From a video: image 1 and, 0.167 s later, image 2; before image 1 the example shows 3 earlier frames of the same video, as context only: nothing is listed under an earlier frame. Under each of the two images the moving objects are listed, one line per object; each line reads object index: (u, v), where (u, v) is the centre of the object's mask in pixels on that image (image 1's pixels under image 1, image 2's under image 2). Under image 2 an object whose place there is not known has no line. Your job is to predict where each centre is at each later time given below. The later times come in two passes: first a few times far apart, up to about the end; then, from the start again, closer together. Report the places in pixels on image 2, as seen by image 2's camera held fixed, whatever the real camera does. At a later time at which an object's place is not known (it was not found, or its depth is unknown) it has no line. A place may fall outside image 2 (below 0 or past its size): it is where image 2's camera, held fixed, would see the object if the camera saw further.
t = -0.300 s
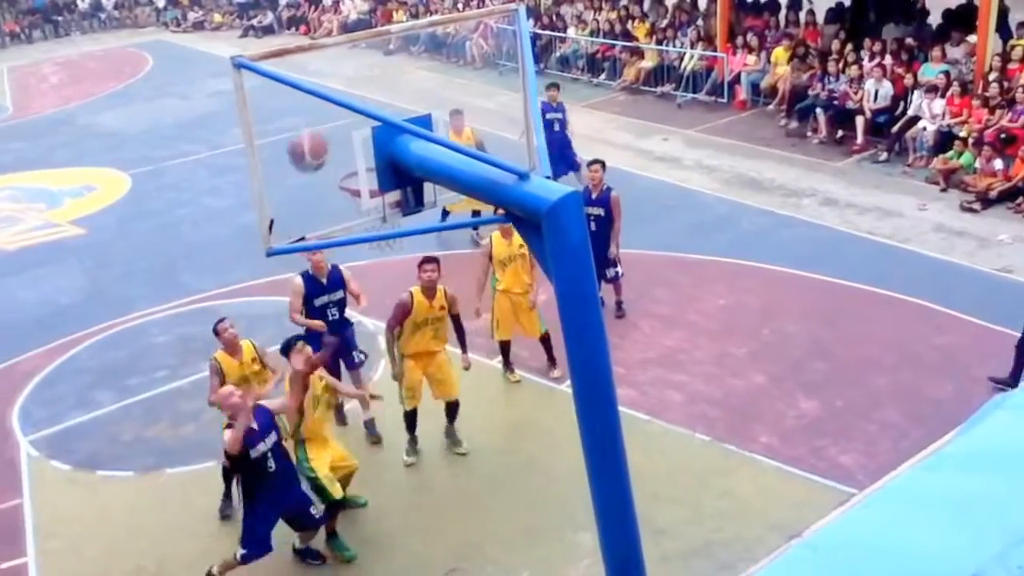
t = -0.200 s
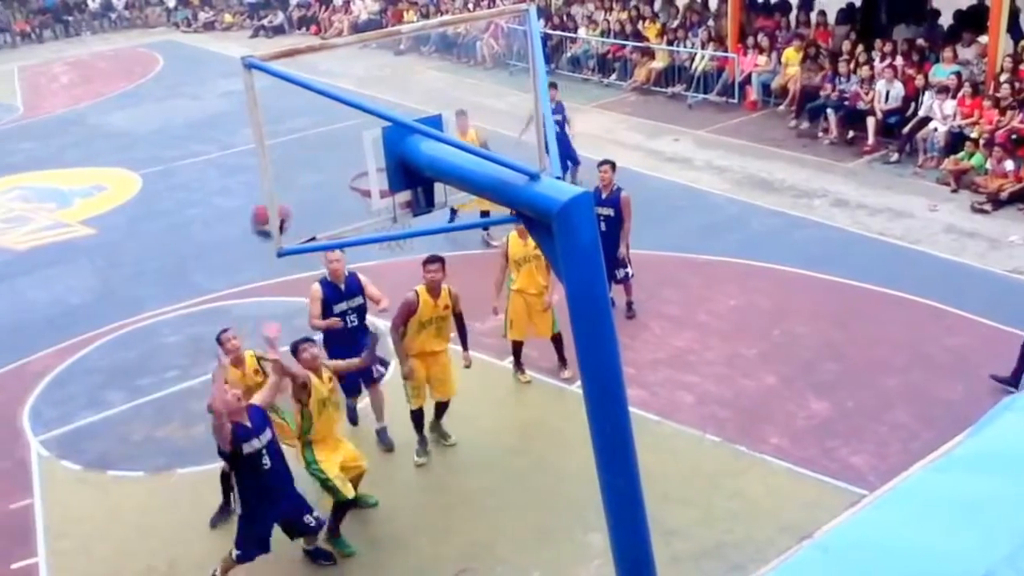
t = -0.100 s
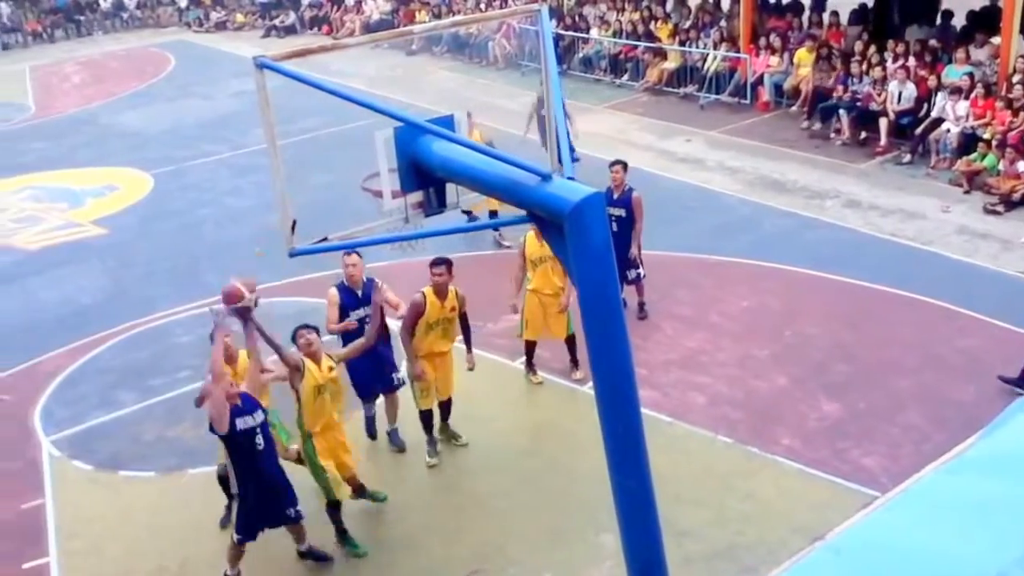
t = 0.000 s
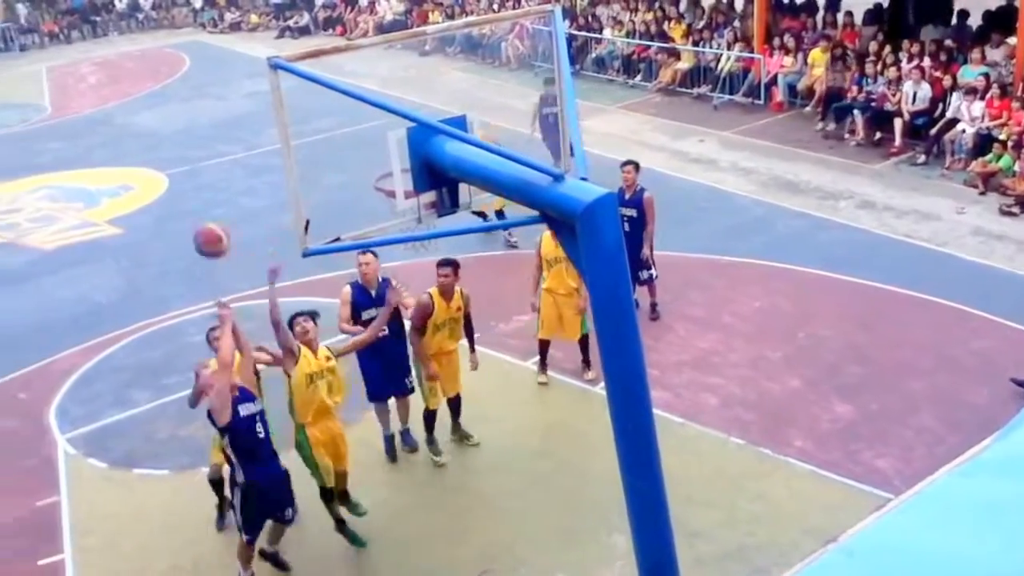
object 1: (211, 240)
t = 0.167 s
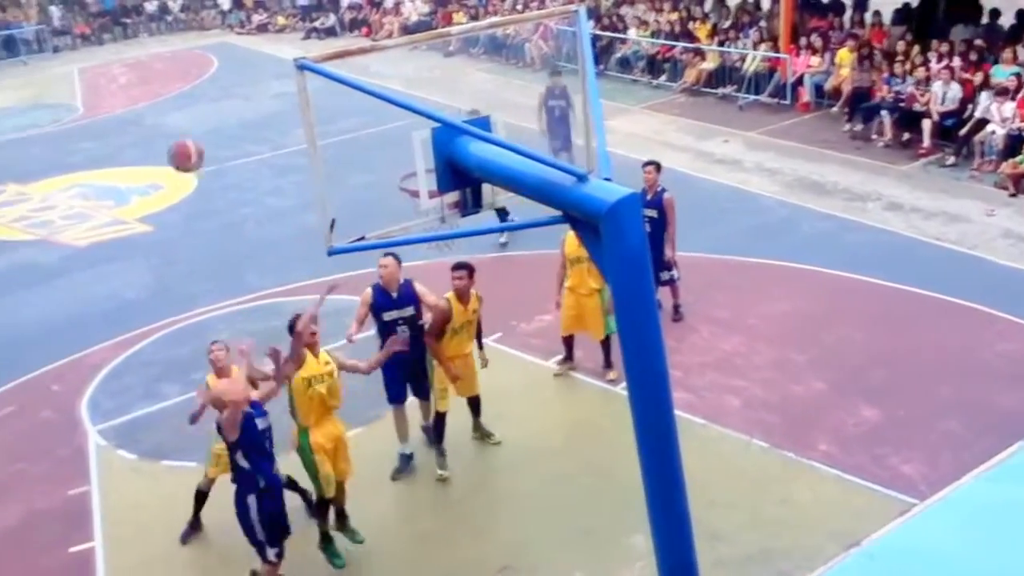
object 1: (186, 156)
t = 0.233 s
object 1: (164, 132)
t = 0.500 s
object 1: (103, 106)
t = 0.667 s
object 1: (92, 140)
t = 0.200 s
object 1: (176, 144)
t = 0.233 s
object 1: (164, 132)
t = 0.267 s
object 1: (153, 124)
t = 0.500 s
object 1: (103, 106)
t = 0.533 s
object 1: (100, 110)
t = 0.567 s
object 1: (97, 116)
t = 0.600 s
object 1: (95, 122)
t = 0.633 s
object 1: (92, 131)
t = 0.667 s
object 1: (92, 140)
